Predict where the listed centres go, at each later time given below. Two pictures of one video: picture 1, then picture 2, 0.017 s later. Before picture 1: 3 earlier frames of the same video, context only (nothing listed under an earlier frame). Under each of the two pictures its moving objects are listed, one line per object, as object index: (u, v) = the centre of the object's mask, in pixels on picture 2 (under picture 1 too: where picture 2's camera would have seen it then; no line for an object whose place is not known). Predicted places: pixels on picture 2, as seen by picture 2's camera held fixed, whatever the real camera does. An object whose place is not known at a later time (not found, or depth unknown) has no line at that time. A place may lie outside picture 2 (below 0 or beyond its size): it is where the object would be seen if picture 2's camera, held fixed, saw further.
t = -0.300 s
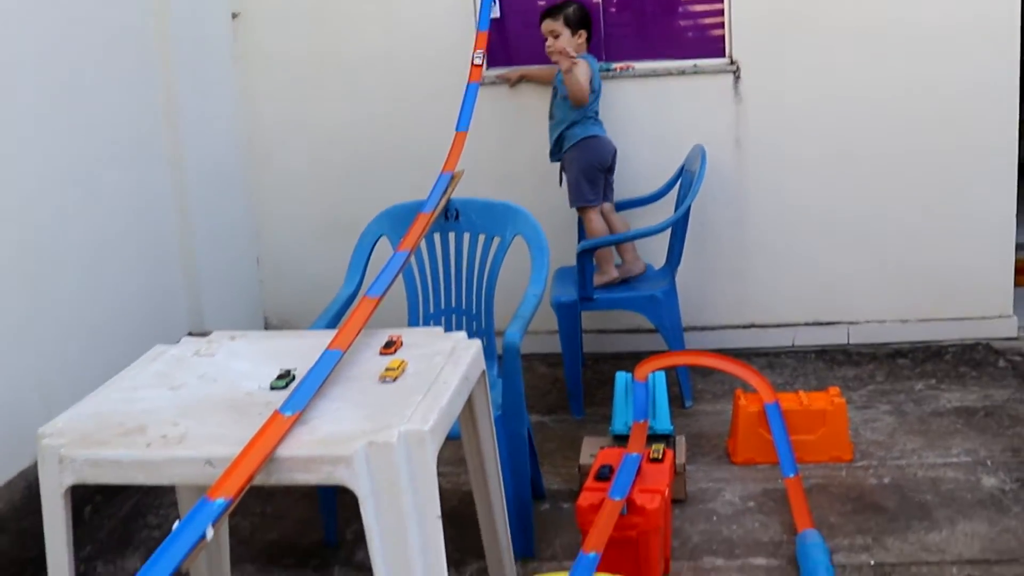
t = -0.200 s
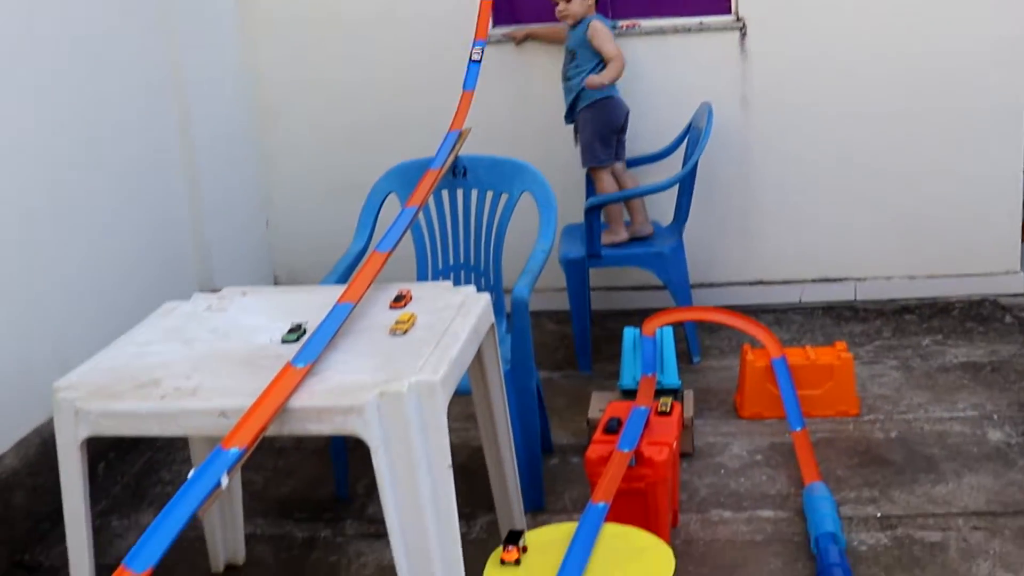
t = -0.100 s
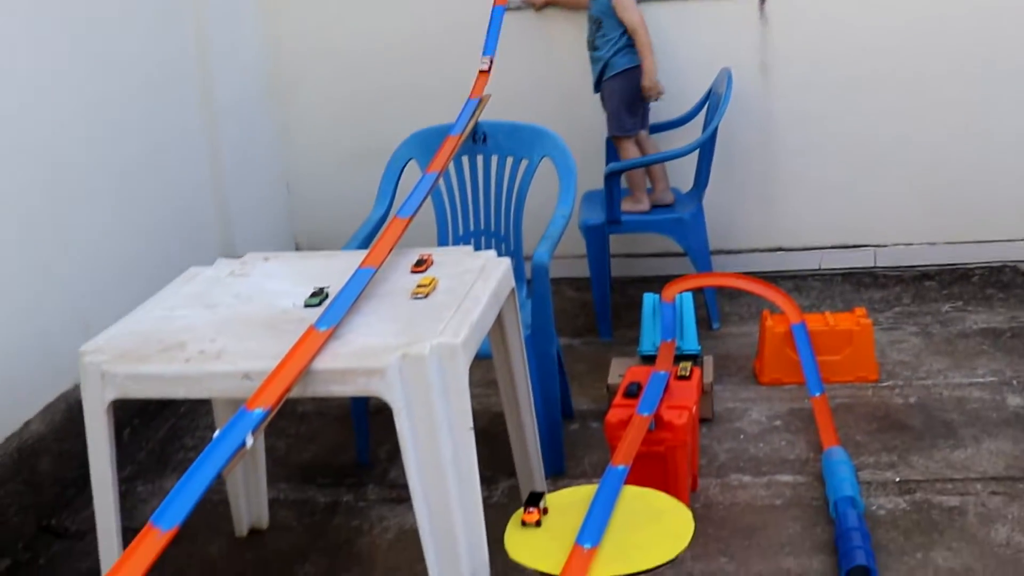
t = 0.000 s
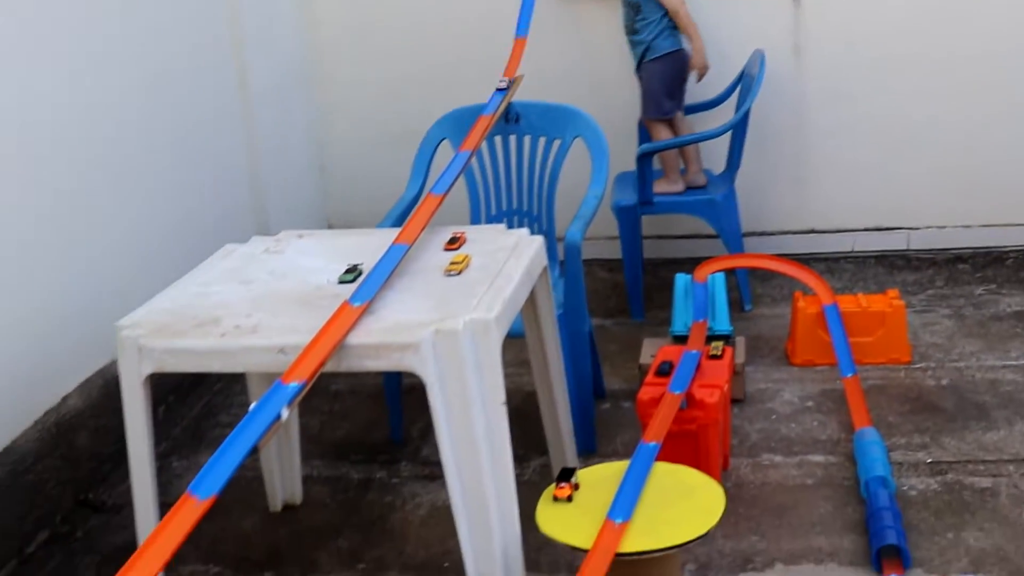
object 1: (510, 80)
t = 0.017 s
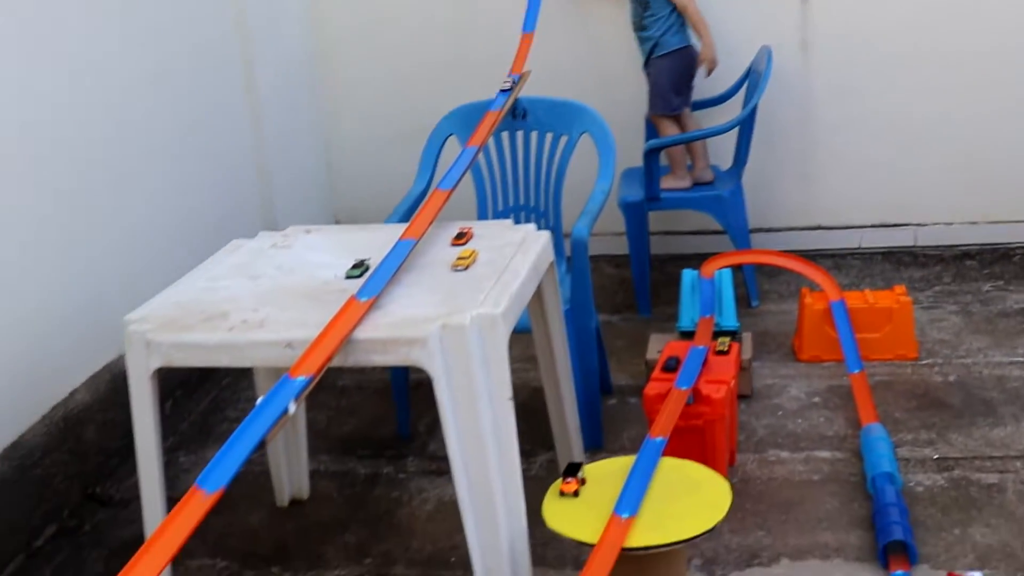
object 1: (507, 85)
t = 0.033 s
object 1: (504, 90)
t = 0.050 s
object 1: (501, 95)
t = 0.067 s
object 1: (498, 101)
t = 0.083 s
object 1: (495, 106)
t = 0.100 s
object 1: (492, 113)
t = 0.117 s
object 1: (488, 120)
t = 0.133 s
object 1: (485, 126)
